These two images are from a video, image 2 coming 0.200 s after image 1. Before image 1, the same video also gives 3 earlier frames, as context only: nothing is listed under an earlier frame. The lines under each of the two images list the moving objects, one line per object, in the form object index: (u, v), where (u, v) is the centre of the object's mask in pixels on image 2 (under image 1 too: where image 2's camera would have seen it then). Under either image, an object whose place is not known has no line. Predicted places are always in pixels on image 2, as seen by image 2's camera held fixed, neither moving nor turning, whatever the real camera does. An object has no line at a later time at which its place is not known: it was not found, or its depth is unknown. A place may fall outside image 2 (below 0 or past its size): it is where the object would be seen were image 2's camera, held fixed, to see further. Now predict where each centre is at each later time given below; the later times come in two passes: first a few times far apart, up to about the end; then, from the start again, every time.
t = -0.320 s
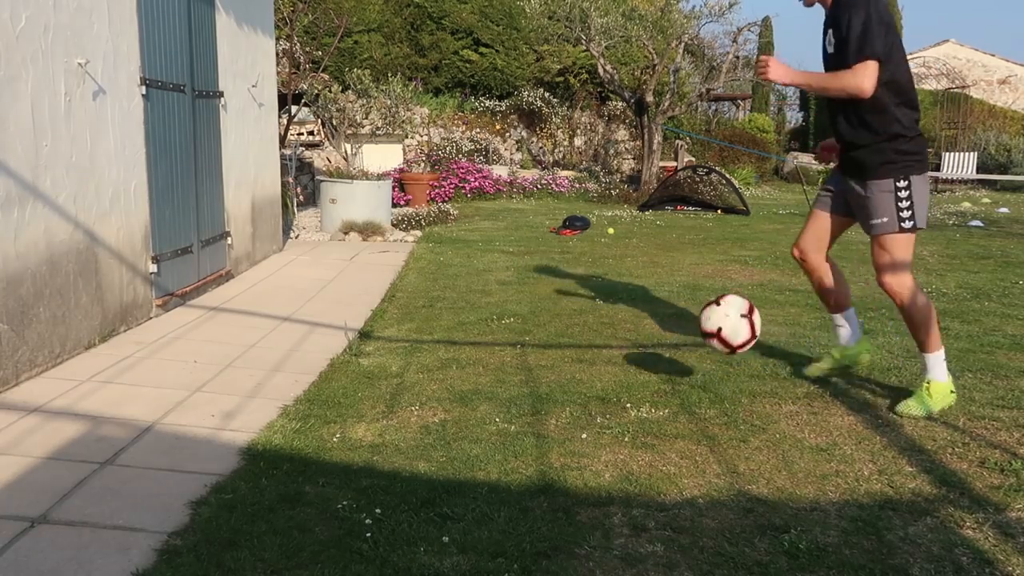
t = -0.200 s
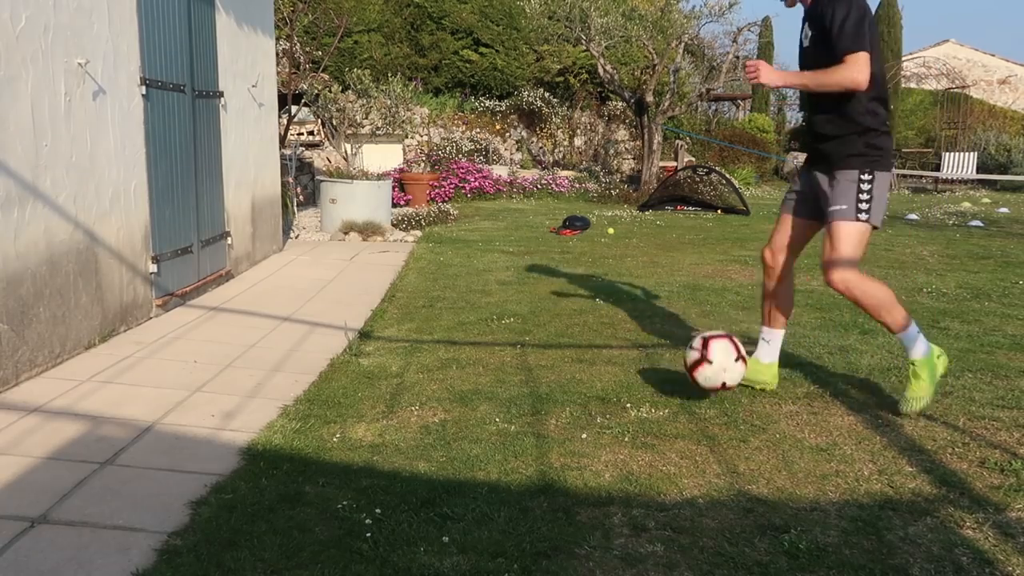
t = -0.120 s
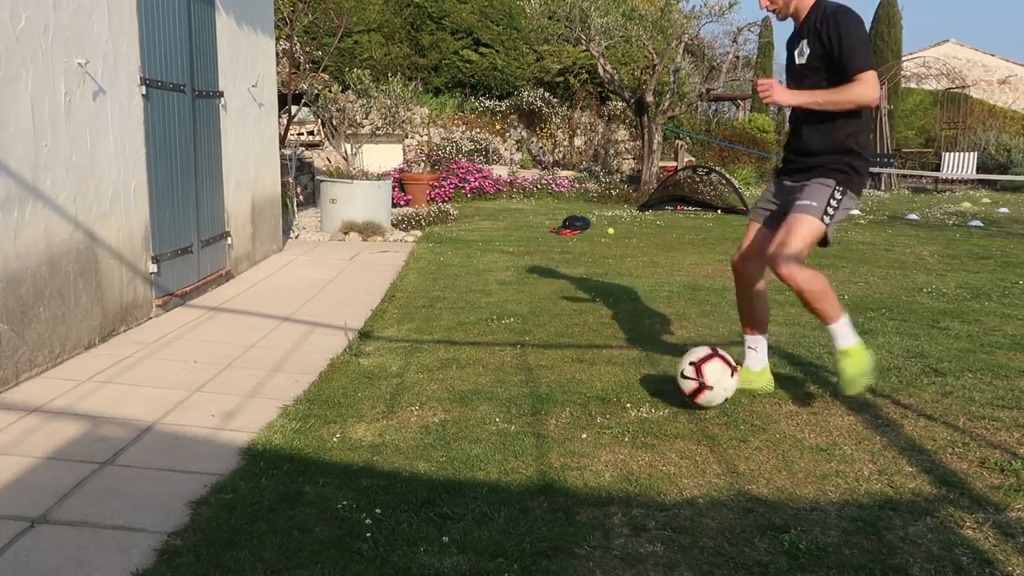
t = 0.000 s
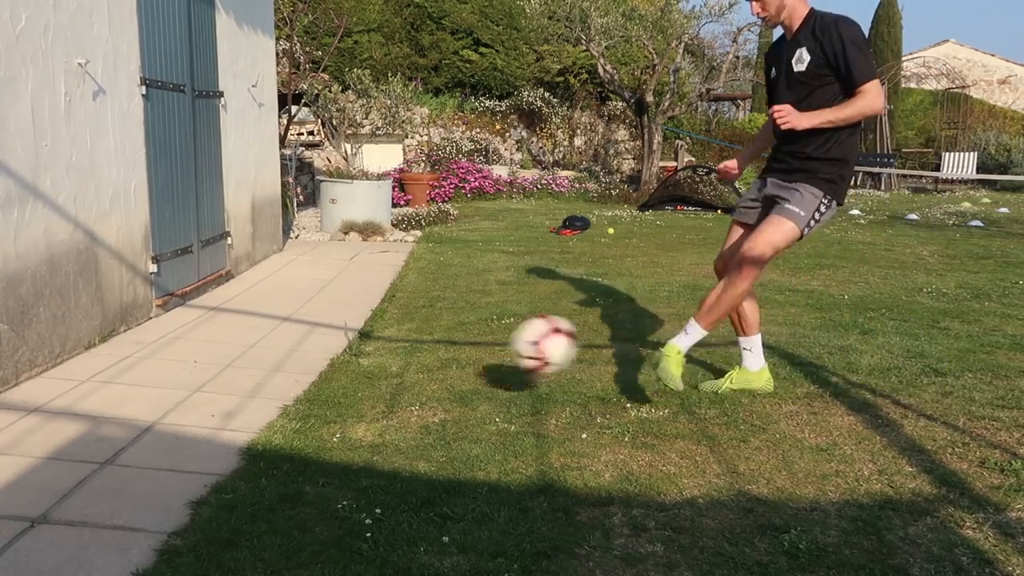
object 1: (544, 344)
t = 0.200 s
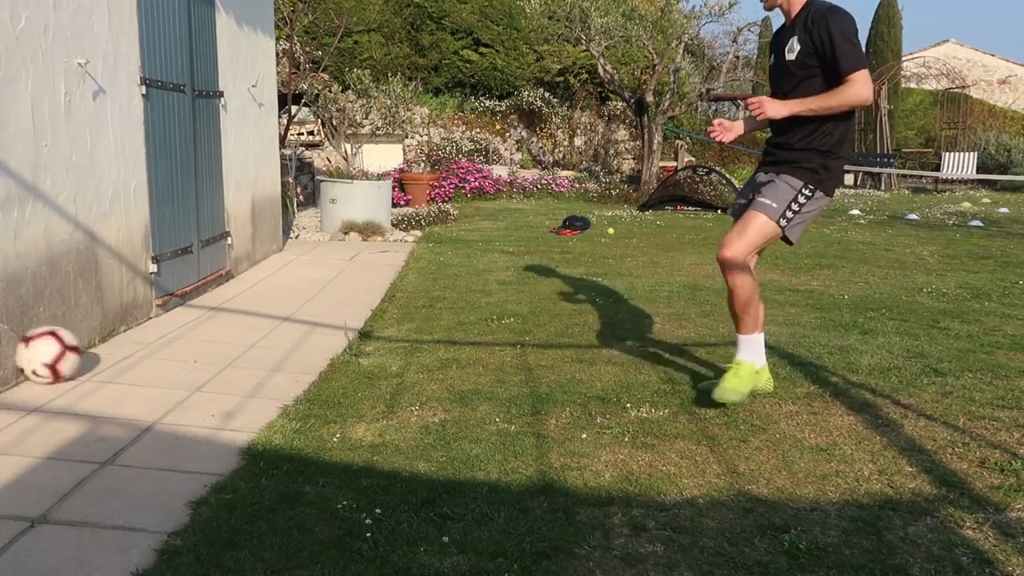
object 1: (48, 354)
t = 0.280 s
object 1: (174, 319)
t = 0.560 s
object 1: (616, 319)
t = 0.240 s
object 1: (107, 334)
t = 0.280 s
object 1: (174, 319)
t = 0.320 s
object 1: (241, 308)
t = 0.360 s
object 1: (306, 301)
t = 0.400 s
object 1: (370, 296)
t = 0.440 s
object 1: (433, 296)
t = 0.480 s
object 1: (496, 301)
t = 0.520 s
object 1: (557, 308)
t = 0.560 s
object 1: (616, 319)
